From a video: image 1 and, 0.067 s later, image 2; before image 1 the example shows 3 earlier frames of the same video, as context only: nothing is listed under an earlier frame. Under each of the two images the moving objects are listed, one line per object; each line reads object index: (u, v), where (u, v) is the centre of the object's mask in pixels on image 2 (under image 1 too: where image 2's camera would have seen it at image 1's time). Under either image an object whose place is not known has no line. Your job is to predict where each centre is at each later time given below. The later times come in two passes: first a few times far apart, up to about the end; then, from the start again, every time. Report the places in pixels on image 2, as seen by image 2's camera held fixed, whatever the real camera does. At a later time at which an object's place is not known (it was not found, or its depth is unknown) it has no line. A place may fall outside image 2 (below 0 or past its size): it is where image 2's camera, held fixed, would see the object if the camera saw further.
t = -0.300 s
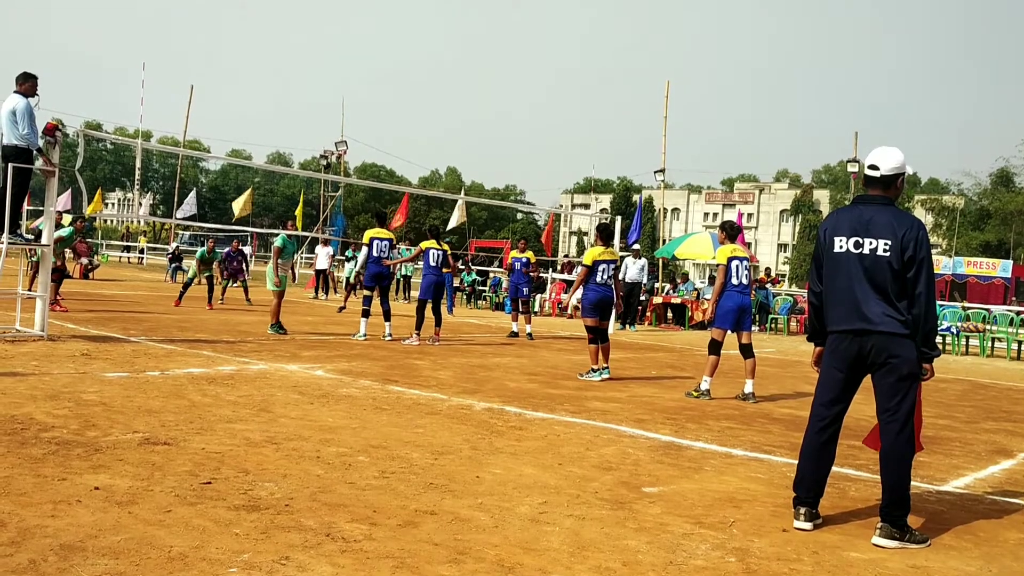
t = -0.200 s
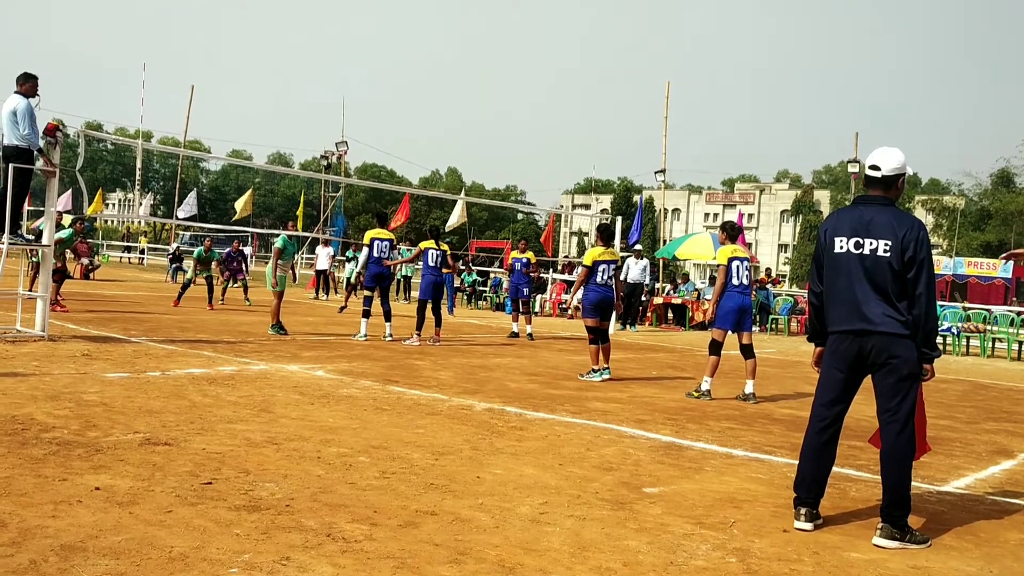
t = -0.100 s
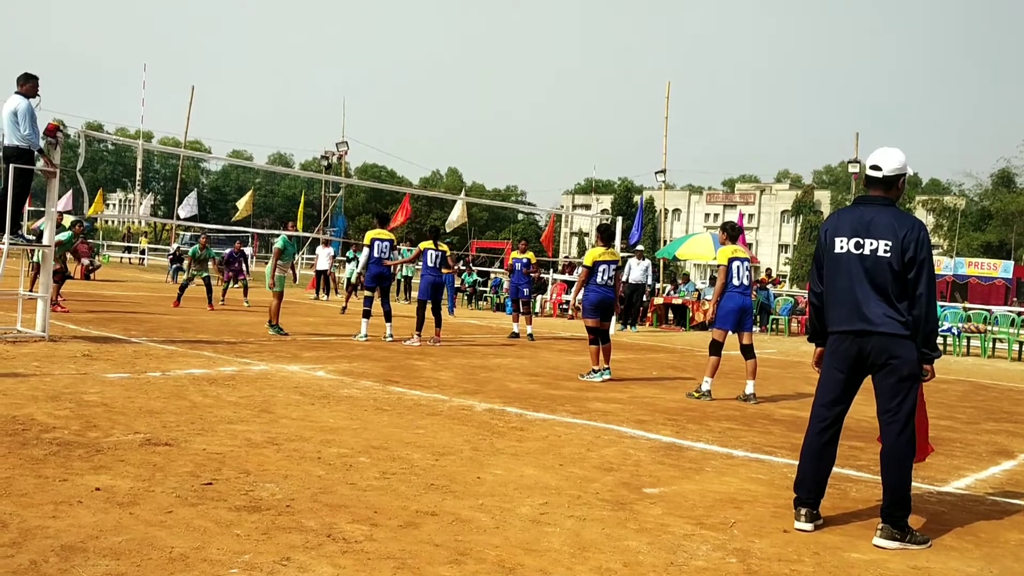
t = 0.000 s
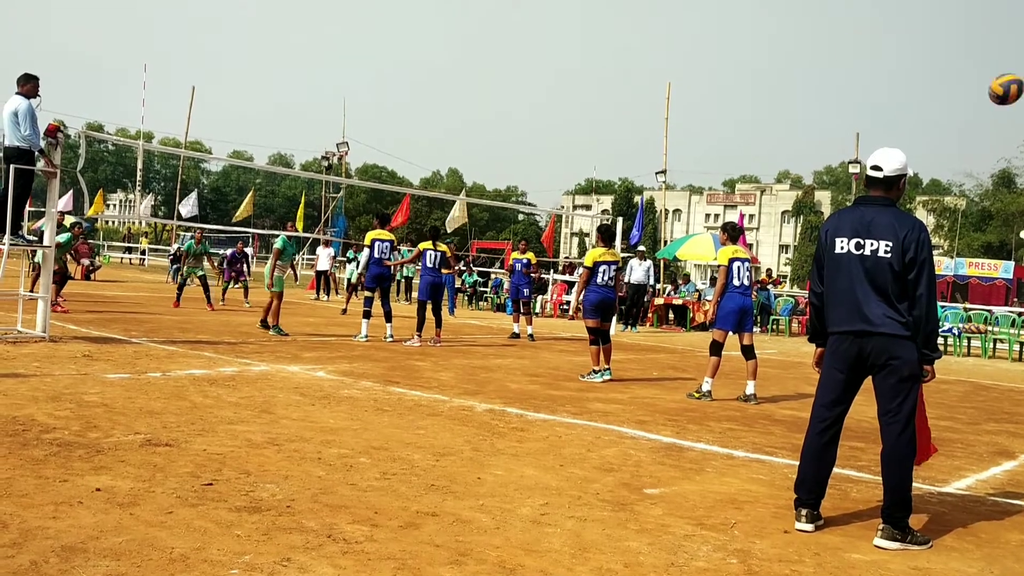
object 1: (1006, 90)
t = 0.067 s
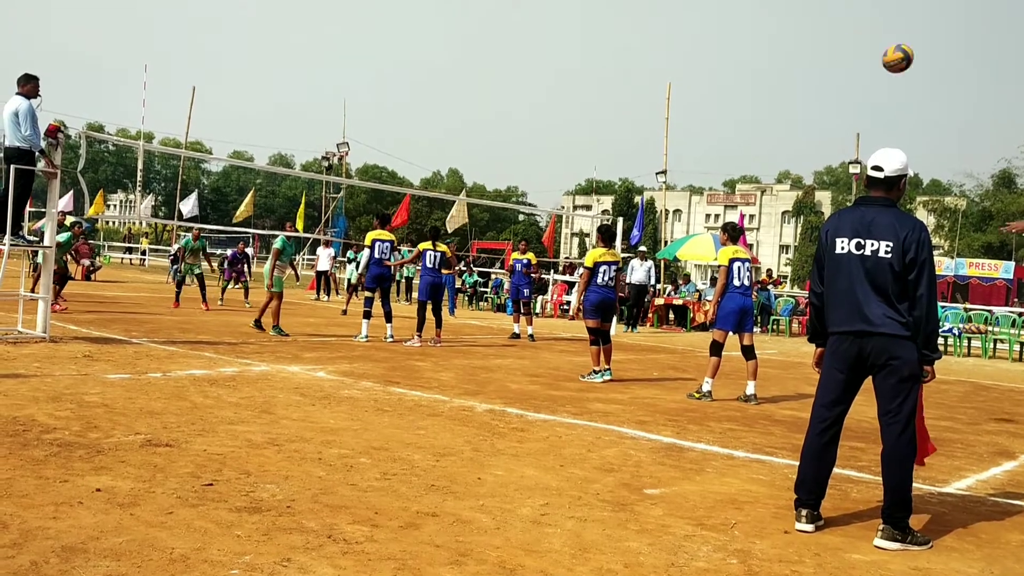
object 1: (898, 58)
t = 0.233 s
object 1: (699, 21)
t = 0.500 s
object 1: (497, 33)
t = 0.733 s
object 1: (379, 81)
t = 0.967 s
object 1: (290, 148)
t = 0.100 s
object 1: (851, 47)
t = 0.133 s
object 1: (808, 37)
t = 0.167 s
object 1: (769, 30)
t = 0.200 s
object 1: (732, 25)
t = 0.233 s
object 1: (699, 21)
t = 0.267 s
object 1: (667, 19)
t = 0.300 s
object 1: (638, 18)
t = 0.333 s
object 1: (610, 18)
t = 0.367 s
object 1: (585, 20)
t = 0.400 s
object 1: (561, 22)
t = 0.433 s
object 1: (538, 26)
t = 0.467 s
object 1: (517, 29)
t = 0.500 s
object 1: (497, 33)
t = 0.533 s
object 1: (477, 39)
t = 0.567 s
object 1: (459, 45)
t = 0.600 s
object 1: (441, 51)
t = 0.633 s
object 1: (425, 57)
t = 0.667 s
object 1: (409, 65)
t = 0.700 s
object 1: (393, 73)
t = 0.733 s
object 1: (379, 81)
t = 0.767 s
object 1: (364, 90)
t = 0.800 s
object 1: (351, 99)
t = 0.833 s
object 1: (338, 108)
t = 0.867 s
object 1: (325, 117)
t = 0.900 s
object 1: (313, 128)
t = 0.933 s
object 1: (301, 138)
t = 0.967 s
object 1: (290, 148)
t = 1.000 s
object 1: (278, 158)
